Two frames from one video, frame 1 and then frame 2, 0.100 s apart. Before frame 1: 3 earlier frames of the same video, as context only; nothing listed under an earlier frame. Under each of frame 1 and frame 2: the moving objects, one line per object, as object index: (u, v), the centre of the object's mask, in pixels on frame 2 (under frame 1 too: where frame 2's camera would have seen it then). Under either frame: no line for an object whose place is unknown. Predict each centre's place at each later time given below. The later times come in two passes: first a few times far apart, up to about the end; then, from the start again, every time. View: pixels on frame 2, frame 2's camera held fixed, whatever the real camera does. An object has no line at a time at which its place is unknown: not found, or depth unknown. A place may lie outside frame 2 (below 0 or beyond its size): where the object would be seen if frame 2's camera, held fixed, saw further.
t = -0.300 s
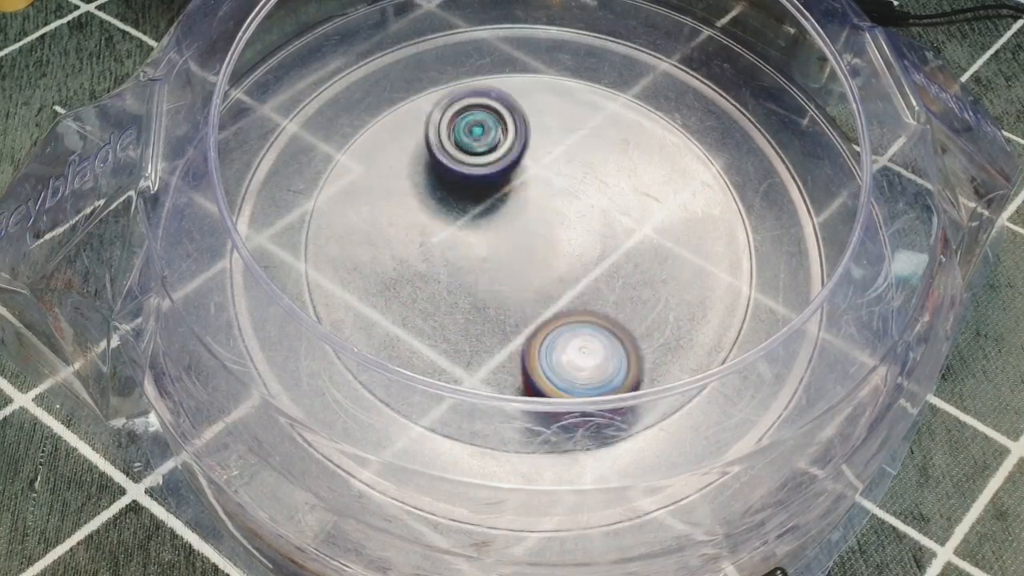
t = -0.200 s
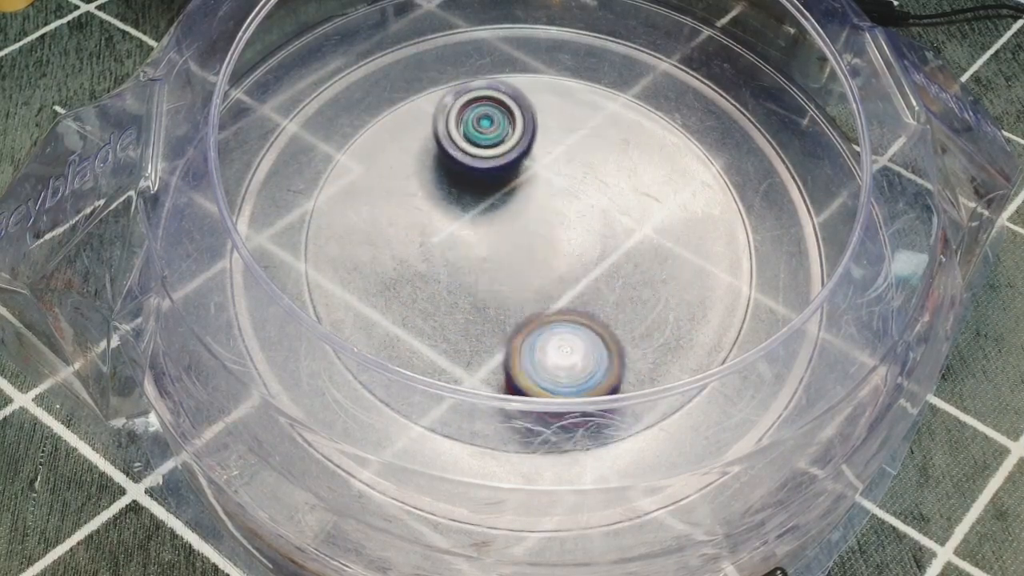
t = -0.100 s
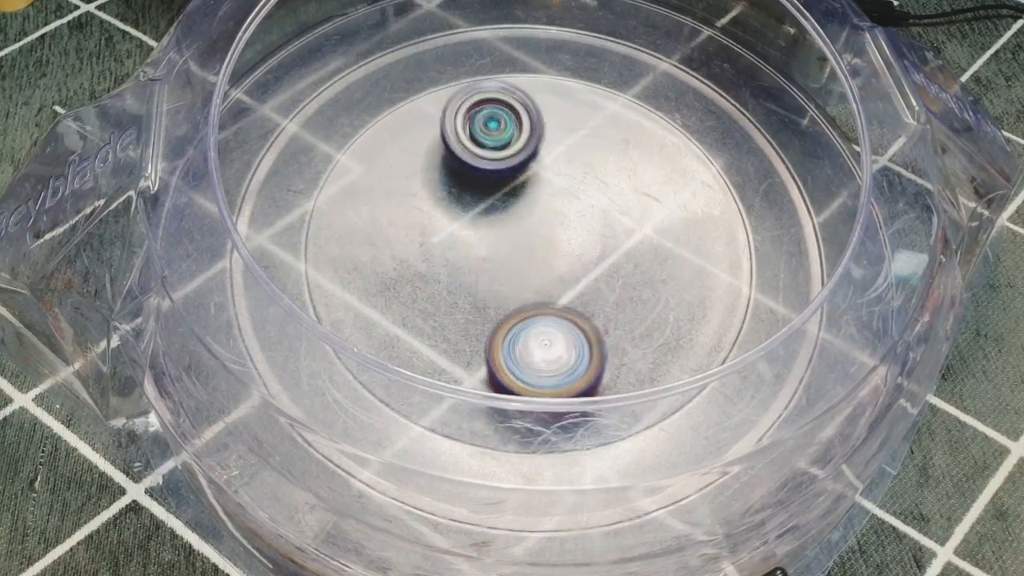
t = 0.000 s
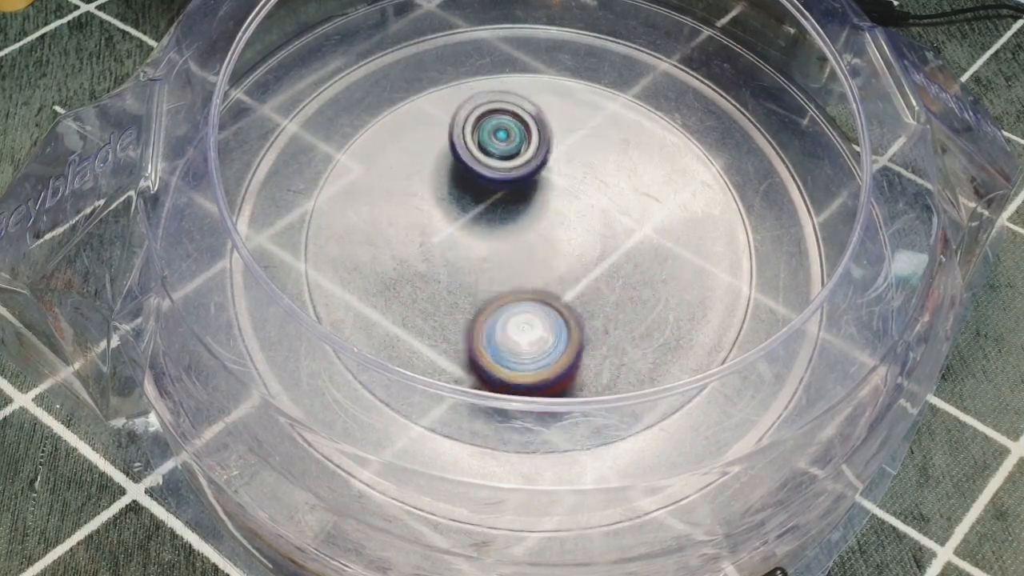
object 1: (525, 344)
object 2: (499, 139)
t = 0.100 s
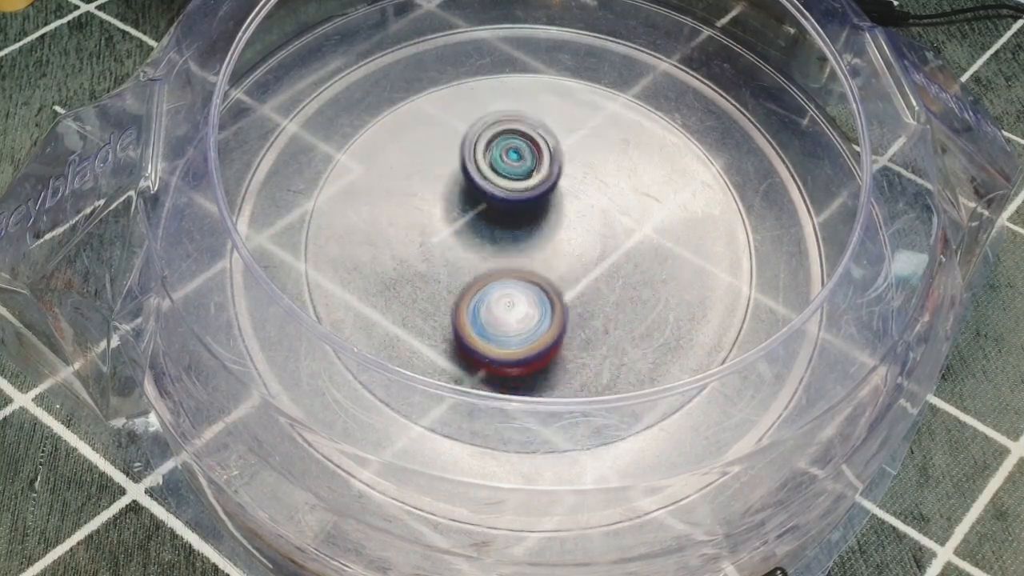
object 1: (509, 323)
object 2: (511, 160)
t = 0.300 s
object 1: (496, 348)
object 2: (541, 113)
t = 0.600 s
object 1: (477, 343)
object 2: (591, 105)
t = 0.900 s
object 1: (452, 276)
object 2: (588, 196)
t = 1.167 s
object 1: (459, 229)
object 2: (601, 269)
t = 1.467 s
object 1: (482, 216)
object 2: (577, 288)
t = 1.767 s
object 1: (480, 191)
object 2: (579, 296)
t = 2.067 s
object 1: (500, 197)
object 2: (565, 276)
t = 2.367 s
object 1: (486, 196)
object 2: (570, 273)
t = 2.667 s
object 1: (444, 190)
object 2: (613, 263)
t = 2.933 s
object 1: (456, 212)
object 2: (564, 234)
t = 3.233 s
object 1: (409, 214)
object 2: (601, 213)
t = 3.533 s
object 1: (450, 231)
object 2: (569, 223)
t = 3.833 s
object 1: (455, 233)
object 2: (571, 250)
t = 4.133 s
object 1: (455, 251)
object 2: (658, 245)
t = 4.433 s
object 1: (507, 251)
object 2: (658, 250)
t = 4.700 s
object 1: (504, 252)
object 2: (589, 176)
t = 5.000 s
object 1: (512, 251)
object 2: (589, 174)
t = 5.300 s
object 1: (509, 250)
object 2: (577, 172)
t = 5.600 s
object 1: (512, 254)
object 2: (576, 172)
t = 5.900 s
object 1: (519, 259)
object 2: (576, 172)
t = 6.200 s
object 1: (524, 266)
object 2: (576, 175)
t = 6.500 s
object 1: (530, 267)
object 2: (573, 173)
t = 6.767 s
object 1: (534, 271)
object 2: (575, 178)
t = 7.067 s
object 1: (537, 272)
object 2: (572, 176)
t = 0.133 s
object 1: (505, 313)
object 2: (515, 169)
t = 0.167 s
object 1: (503, 302)
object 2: (521, 180)
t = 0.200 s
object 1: (500, 292)
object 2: (525, 188)
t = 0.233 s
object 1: (497, 311)
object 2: (529, 171)
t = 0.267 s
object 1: (496, 336)
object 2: (535, 137)
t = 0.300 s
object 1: (496, 348)
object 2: (541, 113)
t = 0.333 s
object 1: (495, 374)
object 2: (549, 95)
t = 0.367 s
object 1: (495, 379)
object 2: (556, 87)
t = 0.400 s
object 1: (494, 377)
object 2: (564, 83)
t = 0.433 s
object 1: (491, 374)
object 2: (572, 83)
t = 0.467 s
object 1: (491, 354)
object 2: (578, 84)
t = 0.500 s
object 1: (488, 351)
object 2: (583, 88)
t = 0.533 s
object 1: (485, 349)
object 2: (586, 93)
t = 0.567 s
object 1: (482, 346)
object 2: (589, 98)
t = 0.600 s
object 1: (477, 343)
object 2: (591, 105)
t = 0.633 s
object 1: (473, 340)
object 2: (592, 112)
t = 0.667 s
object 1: (468, 336)
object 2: (594, 119)
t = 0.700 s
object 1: (463, 330)
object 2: (595, 128)
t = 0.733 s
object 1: (458, 325)
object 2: (595, 137)
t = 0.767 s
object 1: (456, 314)
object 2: (595, 147)
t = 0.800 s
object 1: (455, 306)
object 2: (594, 158)
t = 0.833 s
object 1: (452, 296)
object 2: (592, 170)
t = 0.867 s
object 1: (451, 288)
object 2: (590, 182)
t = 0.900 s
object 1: (452, 276)
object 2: (588, 196)
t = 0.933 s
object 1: (454, 266)
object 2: (584, 210)
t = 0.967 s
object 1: (457, 257)
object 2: (579, 224)
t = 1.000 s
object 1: (463, 248)
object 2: (573, 237)
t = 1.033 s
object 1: (456, 242)
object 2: (586, 242)
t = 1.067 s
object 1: (453, 236)
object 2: (597, 250)
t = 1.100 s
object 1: (455, 234)
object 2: (600, 254)
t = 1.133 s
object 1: (457, 232)
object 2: (602, 261)
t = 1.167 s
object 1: (459, 229)
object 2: (601, 269)
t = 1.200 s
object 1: (461, 226)
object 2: (599, 276)
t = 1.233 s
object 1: (465, 224)
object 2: (597, 281)
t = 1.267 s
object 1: (468, 222)
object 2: (595, 285)
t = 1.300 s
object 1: (471, 221)
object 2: (592, 288)
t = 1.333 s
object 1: (473, 220)
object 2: (590, 290)
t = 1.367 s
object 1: (475, 219)
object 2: (586, 290)
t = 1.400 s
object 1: (478, 218)
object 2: (583, 290)
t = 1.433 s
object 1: (480, 216)
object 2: (580, 289)
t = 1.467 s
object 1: (482, 216)
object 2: (577, 288)
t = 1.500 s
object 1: (485, 215)
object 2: (574, 287)
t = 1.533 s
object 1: (487, 214)
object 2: (570, 286)
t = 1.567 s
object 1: (489, 213)
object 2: (567, 285)
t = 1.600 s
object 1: (492, 212)
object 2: (564, 284)
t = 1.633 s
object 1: (493, 210)
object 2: (563, 282)
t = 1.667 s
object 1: (494, 209)
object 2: (562, 281)
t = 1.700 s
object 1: (495, 208)
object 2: (561, 281)
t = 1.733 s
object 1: (486, 198)
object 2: (573, 290)
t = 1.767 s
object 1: (480, 191)
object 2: (579, 296)
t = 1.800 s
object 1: (479, 189)
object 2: (581, 299)
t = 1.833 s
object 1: (481, 190)
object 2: (579, 300)
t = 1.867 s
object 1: (482, 191)
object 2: (578, 298)
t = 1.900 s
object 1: (486, 194)
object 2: (576, 297)
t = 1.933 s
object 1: (491, 198)
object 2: (573, 294)
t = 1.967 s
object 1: (495, 199)
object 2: (569, 290)
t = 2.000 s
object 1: (498, 200)
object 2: (565, 285)
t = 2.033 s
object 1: (501, 201)
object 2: (562, 278)
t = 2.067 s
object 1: (500, 197)
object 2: (565, 276)
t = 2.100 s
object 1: (500, 194)
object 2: (567, 274)
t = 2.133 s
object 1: (500, 194)
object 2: (567, 274)
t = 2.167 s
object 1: (502, 196)
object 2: (566, 273)
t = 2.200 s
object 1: (502, 196)
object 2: (566, 271)
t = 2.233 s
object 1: (493, 189)
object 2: (575, 275)
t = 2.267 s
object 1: (488, 186)
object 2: (577, 277)
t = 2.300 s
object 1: (485, 188)
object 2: (574, 278)
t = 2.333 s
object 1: (485, 193)
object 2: (573, 275)
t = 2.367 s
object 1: (486, 196)
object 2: (570, 273)
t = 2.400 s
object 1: (486, 200)
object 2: (565, 266)
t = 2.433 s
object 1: (485, 201)
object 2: (565, 262)
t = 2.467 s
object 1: (482, 201)
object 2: (568, 260)
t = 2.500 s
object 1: (479, 200)
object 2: (570, 257)
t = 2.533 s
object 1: (461, 192)
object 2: (592, 261)
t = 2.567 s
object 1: (448, 186)
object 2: (608, 262)
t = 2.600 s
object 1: (442, 184)
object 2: (615, 264)
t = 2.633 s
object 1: (442, 187)
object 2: (614, 264)
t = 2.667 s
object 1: (444, 190)
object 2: (613, 263)
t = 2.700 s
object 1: (447, 194)
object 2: (609, 260)
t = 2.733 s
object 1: (449, 197)
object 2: (602, 256)
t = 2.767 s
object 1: (452, 201)
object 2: (596, 253)
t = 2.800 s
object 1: (454, 203)
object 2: (588, 249)
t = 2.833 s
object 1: (456, 206)
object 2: (581, 245)
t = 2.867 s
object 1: (458, 209)
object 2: (572, 240)
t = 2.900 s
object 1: (460, 211)
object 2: (564, 236)
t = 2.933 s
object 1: (456, 212)
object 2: (564, 234)
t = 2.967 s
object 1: (454, 213)
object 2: (564, 234)
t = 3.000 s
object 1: (453, 215)
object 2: (562, 231)
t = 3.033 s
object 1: (449, 215)
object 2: (565, 228)
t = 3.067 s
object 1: (450, 217)
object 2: (562, 226)
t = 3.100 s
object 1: (448, 217)
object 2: (564, 224)
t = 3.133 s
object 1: (427, 218)
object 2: (583, 219)
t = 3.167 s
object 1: (414, 217)
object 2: (597, 213)
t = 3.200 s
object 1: (409, 215)
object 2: (601, 212)
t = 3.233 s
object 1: (409, 214)
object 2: (601, 213)
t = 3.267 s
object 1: (411, 216)
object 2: (600, 214)
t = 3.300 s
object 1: (415, 218)
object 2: (599, 214)
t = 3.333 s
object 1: (420, 220)
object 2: (594, 214)
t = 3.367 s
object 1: (427, 221)
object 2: (590, 215)
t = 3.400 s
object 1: (434, 224)
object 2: (583, 216)
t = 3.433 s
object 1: (440, 225)
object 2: (578, 219)
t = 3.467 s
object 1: (447, 227)
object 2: (571, 220)
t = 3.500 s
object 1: (453, 228)
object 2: (566, 223)
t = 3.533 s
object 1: (450, 231)
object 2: (569, 223)
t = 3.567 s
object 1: (449, 231)
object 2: (573, 224)
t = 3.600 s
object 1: (449, 232)
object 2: (571, 227)
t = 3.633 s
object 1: (450, 232)
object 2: (569, 232)
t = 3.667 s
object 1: (451, 233)
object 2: (567, 236)
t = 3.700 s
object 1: (452, 232)
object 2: (565, 240)
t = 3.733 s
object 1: (452, 232)
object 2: (564, 243)
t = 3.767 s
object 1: (453, 232)
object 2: (564, 247)
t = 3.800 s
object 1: (453, 232)
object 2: (568, 250)
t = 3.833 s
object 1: (455, 233)
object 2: (571, 250)
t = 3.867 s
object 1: (458, 234)
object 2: (575, 253)
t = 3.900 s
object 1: (463, 237)
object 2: (577, 254)
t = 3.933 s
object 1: (467, 240)
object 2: (582, 255)
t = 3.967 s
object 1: (470, 243)
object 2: (588, 254)
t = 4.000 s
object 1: (473, 244)
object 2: (588, 255)
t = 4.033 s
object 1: (476, 246)
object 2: (589, 255)
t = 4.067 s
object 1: (463, 249)
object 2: (614, 250)
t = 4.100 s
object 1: (456, 250)
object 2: (639, 246)
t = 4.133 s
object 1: (455, 251)
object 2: (658, 245)
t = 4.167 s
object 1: (459, 251)
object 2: (674, 239)
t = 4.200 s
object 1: (463, 251)
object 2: (683, 244)
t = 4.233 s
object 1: (469, 252)
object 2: (686, 245)
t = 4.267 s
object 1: (475, 252)
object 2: (687, 245)
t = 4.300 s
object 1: (481, 252)
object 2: (683, 244)
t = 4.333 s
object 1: (487, 253)
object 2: (680, 247)
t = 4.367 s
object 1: (494, 252)
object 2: (674, 250)
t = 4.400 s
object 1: (500, 252)
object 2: (668, 249)
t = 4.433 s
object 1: (507, 251)
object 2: (658, 250)
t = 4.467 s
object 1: (513, 251)
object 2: (646, 246)
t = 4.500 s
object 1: (516, 250)
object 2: (629, 242)
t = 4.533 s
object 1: (508, 250)
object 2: (623, 232)
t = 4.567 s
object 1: (505, 251)
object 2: (612, 221)
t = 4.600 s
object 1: (503, 252)
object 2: (604, 209)
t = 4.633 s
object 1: (501, 253)
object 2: (601, 194)
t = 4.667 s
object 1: (503, 253)
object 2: (596, 183)
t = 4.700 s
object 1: (504, 252)
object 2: (589, 176)
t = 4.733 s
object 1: (505, 251)
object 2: (584, 169)
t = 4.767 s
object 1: (508, 249)
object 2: (580, 165)
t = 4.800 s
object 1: (509, 246)
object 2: (578, 163)
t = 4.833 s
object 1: (510, 245)
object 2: (578, 163)
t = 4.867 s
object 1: (511, 244)
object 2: (579, 165)
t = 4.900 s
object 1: (513, 244)
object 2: (579, 168)
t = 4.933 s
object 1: (511, 250)
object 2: (584, 169)
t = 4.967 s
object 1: (511, 252)
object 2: (588, 172)
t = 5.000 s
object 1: (512, 251)
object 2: (589, 174)
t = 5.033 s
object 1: (511, 249)
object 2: (586, 174)
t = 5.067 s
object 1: (511, 249)
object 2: (581, 172)
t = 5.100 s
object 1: (513, 248)
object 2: (579, 171)
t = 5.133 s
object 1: (511, 247)
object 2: (576, 169)
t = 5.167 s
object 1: (511, 247)
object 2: (576, 168)
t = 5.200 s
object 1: (511, 247)
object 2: (576, 168)
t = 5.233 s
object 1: (511, 249)
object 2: (578, 167)
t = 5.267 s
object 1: (511, 249)
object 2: (577, 171)
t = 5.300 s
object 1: (509, 250)
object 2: (577, 172)
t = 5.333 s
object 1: (510, 250)
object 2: (577, 172)
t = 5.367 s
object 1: (510, 250)
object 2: (576, 172)
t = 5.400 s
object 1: (509, 252)
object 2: (576, 172)
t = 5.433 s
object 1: (510, 252)
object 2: (576, 172)
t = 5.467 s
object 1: (510, 251)
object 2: (576, 172)
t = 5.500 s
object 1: (510, 252)
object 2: (576, 172)
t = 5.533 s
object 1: (512, 252)
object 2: (576, 172)
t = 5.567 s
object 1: (511, 253)
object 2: (576, 172)
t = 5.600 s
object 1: (512, 254)
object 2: (576, 172)
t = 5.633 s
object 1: (514, 254)
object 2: (576, 172)
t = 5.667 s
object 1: (513, 255)
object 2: (576, 172)
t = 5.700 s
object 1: (515, 256)
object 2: (576, 173)
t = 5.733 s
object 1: (514, 256)
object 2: (576, 172)
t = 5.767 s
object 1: (516, 258)
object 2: (575, 173)
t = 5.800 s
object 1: (517, 258)
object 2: (576, 172)
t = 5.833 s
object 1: (516, 258)
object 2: (576, 172)
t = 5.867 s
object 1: (518, 259)
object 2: (576, 173)
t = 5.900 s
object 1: (519, 259)
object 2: (576, 172)
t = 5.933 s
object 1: (518, 260)
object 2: (575, 172)
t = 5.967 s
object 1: (519, 260)
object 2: (575, 174)
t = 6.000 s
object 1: (520, 260)
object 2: (575, 173)
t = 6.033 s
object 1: (521, 262)
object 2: (575, 174)
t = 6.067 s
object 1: (521, 263)
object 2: (575, 173)
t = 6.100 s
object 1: (522, 264)
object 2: (574, 174)
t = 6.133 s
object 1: (524, 265)
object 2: (575, 175)
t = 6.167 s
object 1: (523, 266)
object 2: (575, 176)
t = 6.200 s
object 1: (524, 266)
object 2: (576, 175)
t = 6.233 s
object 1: (525, 265)
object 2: (576, 176)
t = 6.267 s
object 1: (525, 265)
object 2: (575, 176)
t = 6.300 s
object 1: (525, 265)
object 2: (575, 175)
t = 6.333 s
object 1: (526, 266)
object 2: (574, 175)
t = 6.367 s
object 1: (527, 266)
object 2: (573, 175)
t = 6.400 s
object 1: (527, 266)
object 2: (574, 174)
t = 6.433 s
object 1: (529, 267)
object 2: (574, 174)
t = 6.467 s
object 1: (531, 267)
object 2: (574, 175)
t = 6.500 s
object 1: (530, 267)
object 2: (573, 173)
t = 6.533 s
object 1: (530, 267)
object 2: (574, 174)
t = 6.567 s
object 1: (531, 268)
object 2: (575, 176)
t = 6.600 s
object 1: (531, 268)
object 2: (576, 176)
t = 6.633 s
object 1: (532, 268)
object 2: (576, 176)
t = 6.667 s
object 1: (533, 270)
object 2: (575, 177)
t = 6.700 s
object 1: (534, 270)
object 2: (575, 177)
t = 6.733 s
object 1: (535, 270)
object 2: (575, 178)
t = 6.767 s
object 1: (534, 271)
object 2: (575, 178)
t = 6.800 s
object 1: (537, 271)
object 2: (575, 178)
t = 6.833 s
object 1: (537, 272)
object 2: (574, 177)
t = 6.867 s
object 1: (536, 273)
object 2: (573, 177)
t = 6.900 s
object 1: (538, 273)
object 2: (573, 177)
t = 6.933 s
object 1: (537, 273)
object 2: (572, 177)
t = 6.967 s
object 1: (537, 272)
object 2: (572, 177)
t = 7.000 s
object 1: (537, 273)
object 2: (572, 177)
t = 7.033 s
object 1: (537, 273)
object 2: (572, 176)
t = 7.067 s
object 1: (537, 272)
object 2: (572, 176)
